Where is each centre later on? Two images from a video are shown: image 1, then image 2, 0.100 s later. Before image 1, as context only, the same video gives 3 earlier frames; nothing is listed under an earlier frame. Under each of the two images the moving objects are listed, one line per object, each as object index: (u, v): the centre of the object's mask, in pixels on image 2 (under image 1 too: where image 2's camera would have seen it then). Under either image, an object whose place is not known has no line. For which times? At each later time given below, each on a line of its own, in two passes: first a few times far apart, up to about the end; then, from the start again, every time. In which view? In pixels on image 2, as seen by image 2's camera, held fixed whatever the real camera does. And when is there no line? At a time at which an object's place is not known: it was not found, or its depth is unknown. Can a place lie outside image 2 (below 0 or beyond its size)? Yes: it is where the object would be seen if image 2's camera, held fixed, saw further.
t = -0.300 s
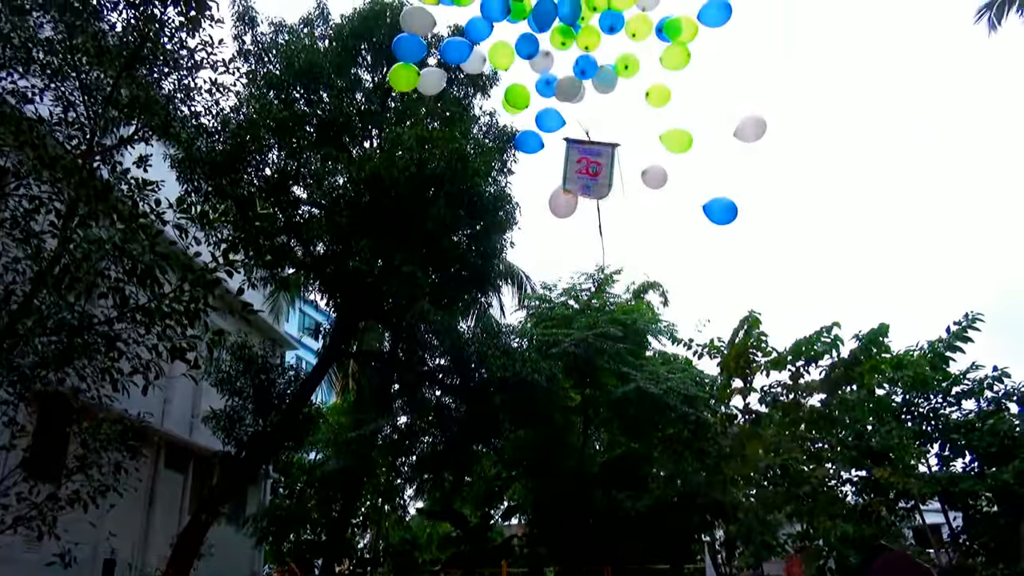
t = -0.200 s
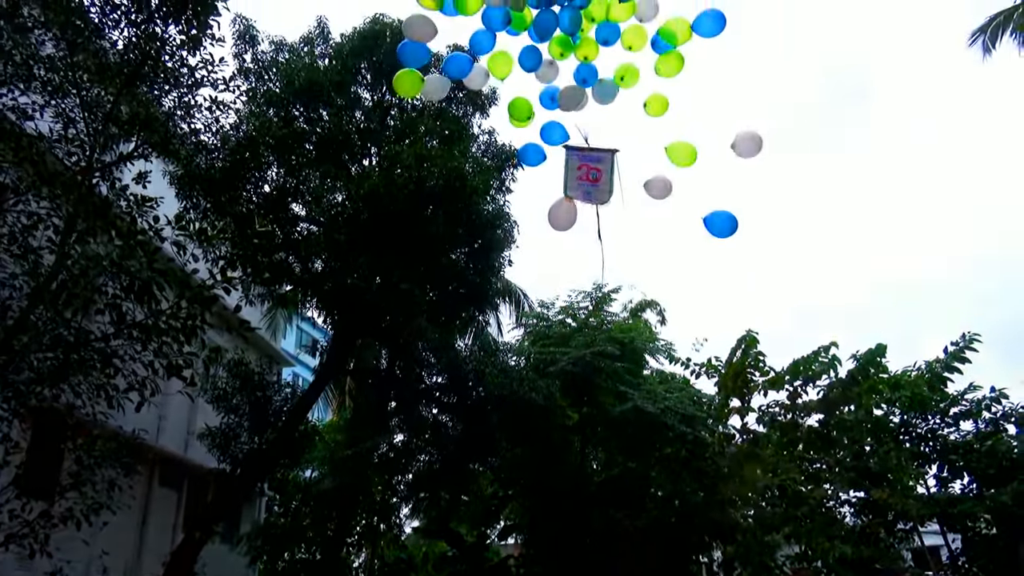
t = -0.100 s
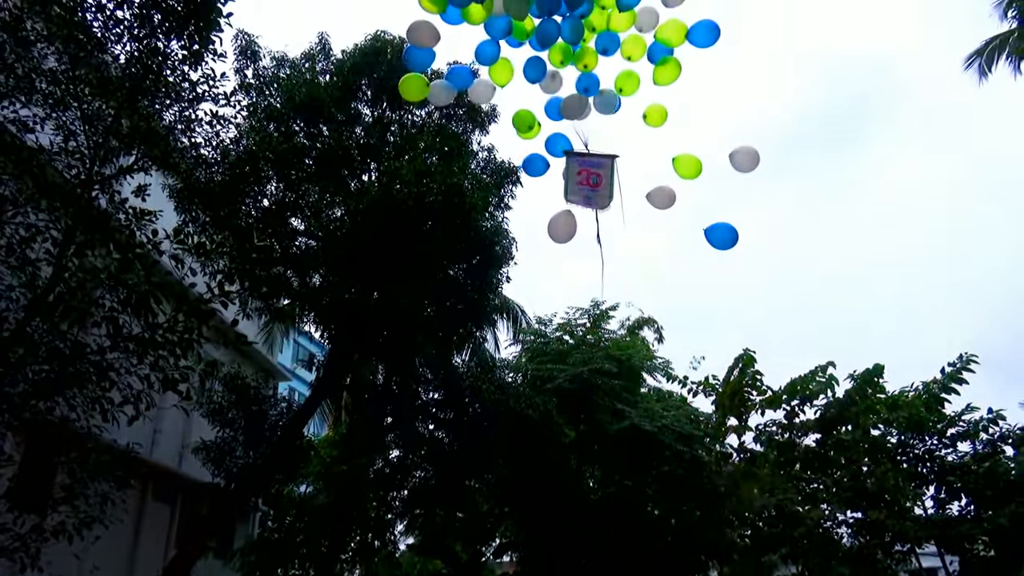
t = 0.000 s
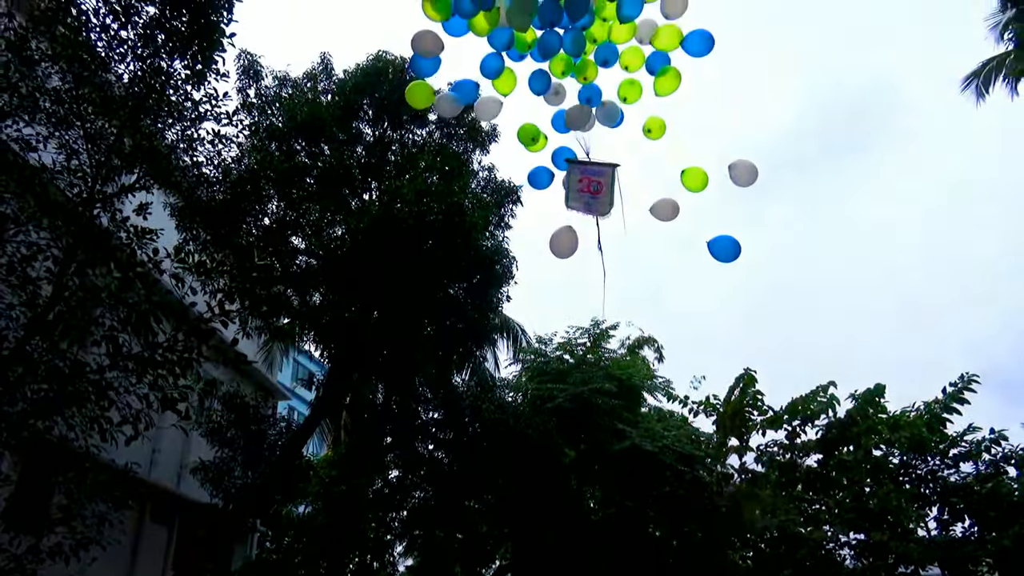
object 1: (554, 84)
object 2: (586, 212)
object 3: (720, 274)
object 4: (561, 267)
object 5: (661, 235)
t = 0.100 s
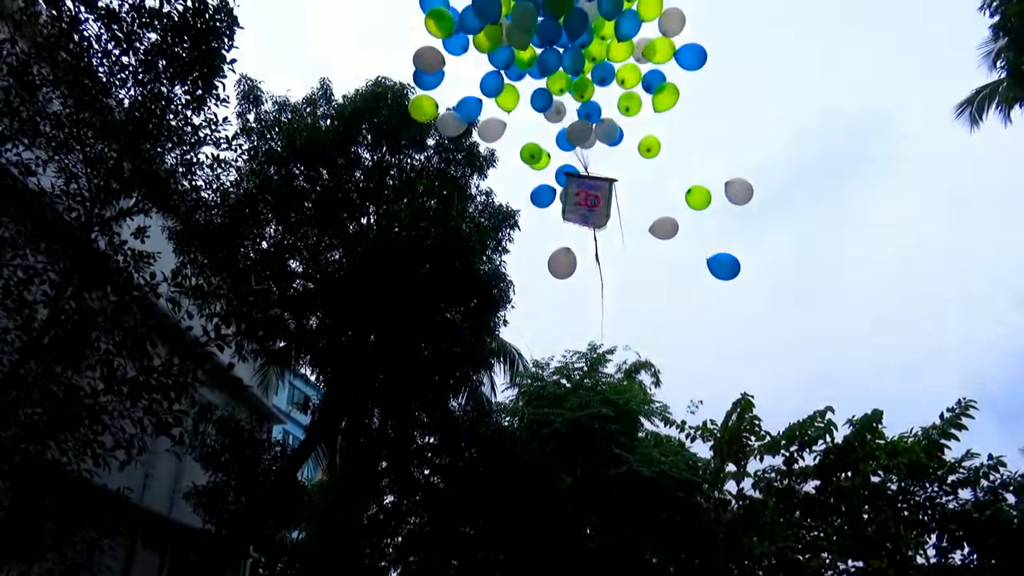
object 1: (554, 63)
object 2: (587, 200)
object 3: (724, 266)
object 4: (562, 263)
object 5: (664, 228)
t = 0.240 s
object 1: (560, 36)
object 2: (586, 184)
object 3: (727, 256)
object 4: (563, 258)
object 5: (666, 219)
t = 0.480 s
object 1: (562, 9)
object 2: (586, 159)
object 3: (733, 237)
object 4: (565, 247)
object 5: (667, 206)
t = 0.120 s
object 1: (549, 61)
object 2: (587, 198)
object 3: (724, 265)
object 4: (562, 262)
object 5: (665, 226)
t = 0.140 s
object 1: (556, 55)
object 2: (587, 195)
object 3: (725, 263)
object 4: (562, 262)
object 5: (665, 225)
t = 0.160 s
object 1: (557, 52)
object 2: (587, 193)
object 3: (725, 262)
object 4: (563, 261)
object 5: (665, 224)
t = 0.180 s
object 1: (556, 49)
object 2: (587, 191)
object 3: (726, 260)
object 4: (563, 260)
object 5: (665, 223)
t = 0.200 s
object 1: (561, 43)
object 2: (587, 189)
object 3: (726, 259)
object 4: (563, 259)
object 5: (666, 221)
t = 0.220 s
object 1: (559, 40)
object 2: (587, 186)
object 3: (727, 257)
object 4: (563, 259)
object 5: (666, 220)
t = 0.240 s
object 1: (560, 36)
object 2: (586, 184)
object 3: (727, 256)
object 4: (563, 258)
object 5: (666, 219)
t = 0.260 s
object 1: (563, 31)
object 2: (586, 182)
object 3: (728, 254)
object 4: (563, 257)
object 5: (666, 218)
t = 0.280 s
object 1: (560, 29)
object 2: (586, 180)
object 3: (728, 252)
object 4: (564, 256)
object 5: (666, 217)
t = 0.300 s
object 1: (563, 24)
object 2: (586, 178)
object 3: (729, 251)
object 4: (564, 256)
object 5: (666, 216)
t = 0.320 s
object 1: (560, 22)
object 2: (586, 176)
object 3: (729, 250)
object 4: (564, 255)
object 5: (666, 215)
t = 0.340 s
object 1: (560, 20)
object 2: (586, 174)
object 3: (729, 248)
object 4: (564, 254)
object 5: (666, 214)
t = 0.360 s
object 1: (563, 18)
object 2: (586, 172)
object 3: (730, 247)
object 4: (565, 253)
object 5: (666, 213)
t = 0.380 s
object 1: (561, 17)
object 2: (586, 169)
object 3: (731, 245)
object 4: (565, 252)
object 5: (666, 212)
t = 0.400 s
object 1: (561, 15)
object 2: (586, 167)
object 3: (731, 244)
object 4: (565, 251)
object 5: (666, 211)
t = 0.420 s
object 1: (562, 13)
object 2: (586, 165)
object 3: (731, 242)
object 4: (565, 250)
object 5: (666, 210)
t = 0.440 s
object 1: (562, 11)
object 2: (586, 163)
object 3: (732, 240)
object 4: (565, 249)
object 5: (667, 208)
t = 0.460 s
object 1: (562, 10)
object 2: (586, 161)
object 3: (732, 239)
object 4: (565, 248)
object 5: (667, 207)
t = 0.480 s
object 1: (562, 9)
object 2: (586, 159)
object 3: (733, 237)
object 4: (565, 247)
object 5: (667, 206)
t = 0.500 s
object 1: (562, 7)
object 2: (586, 157)
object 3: (733, 236)
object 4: (565, 246)
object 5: (667, 205)
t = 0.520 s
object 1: (562, 7)
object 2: (586, 155)
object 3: (733, 234)
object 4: (565, 245)
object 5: (668, 203)
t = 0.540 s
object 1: (563, 4)
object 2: (586, 153)
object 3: (733, 233)
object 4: (565, 244)
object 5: (668, 202)
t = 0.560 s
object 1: (562, 4)
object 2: (586, 152)
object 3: (734, 232)
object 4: (566, 243)
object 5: (668, 201)
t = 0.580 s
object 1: (562, 3)
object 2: (586, 150)
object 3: (734, 230)
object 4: (566, 241)
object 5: (669, 199)
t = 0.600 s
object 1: (563, 1)
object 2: (586, 148)
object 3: (734, 229)
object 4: (566, 240)
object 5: (670, 198)
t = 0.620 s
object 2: (586, 146)
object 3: (734, 227)
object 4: (566, 239)
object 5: (670, 196)
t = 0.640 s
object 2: (587, 145)
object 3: (735, 226)
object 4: (566, 238)
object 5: (671, 194)
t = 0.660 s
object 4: (566, 236)
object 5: (671, 193)
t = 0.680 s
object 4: (566, 235)
